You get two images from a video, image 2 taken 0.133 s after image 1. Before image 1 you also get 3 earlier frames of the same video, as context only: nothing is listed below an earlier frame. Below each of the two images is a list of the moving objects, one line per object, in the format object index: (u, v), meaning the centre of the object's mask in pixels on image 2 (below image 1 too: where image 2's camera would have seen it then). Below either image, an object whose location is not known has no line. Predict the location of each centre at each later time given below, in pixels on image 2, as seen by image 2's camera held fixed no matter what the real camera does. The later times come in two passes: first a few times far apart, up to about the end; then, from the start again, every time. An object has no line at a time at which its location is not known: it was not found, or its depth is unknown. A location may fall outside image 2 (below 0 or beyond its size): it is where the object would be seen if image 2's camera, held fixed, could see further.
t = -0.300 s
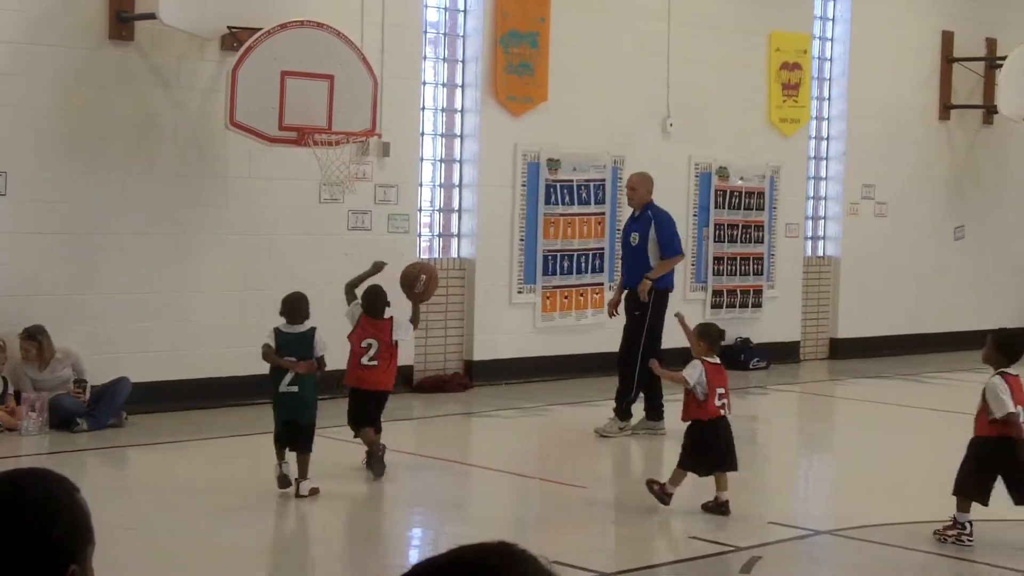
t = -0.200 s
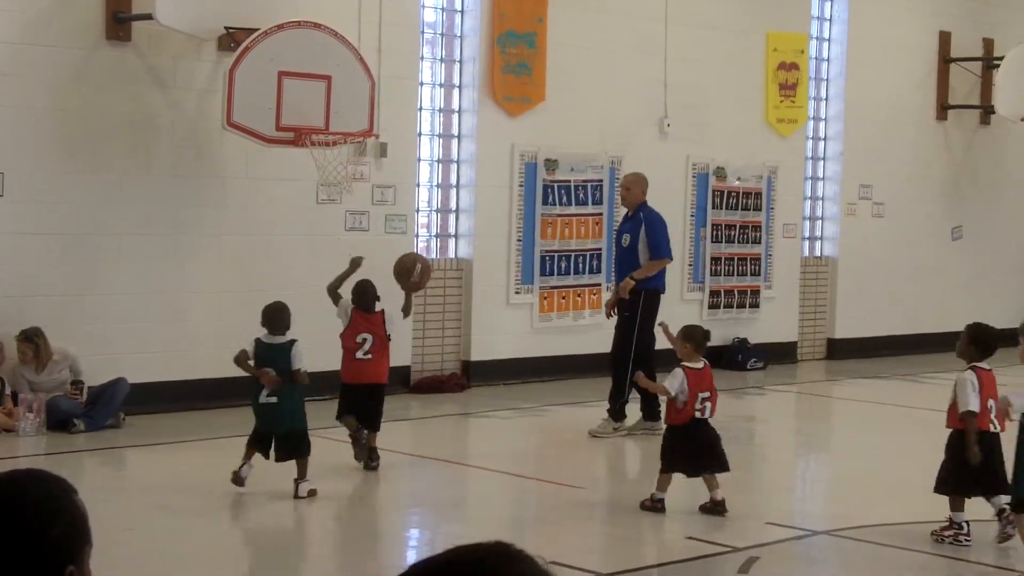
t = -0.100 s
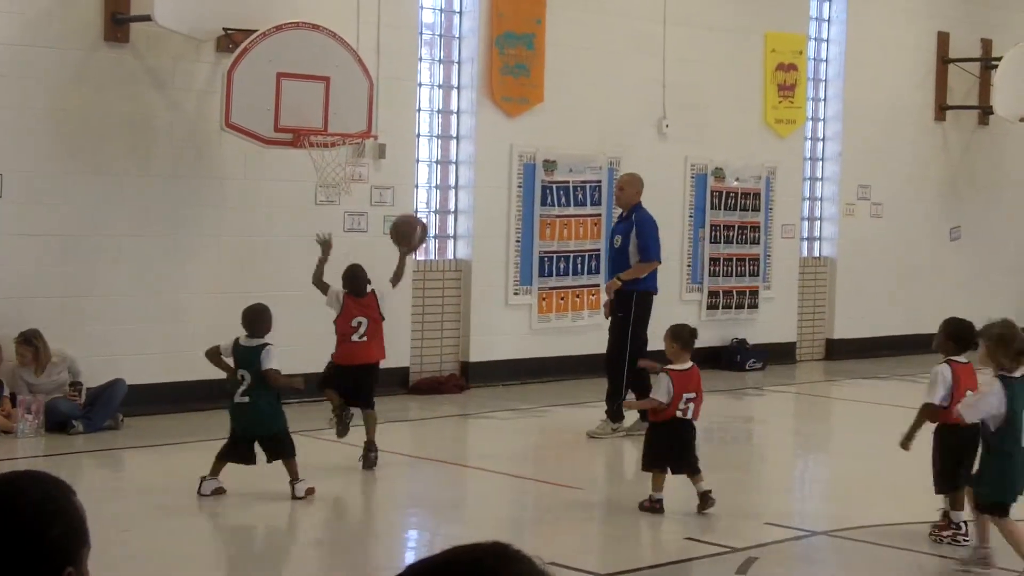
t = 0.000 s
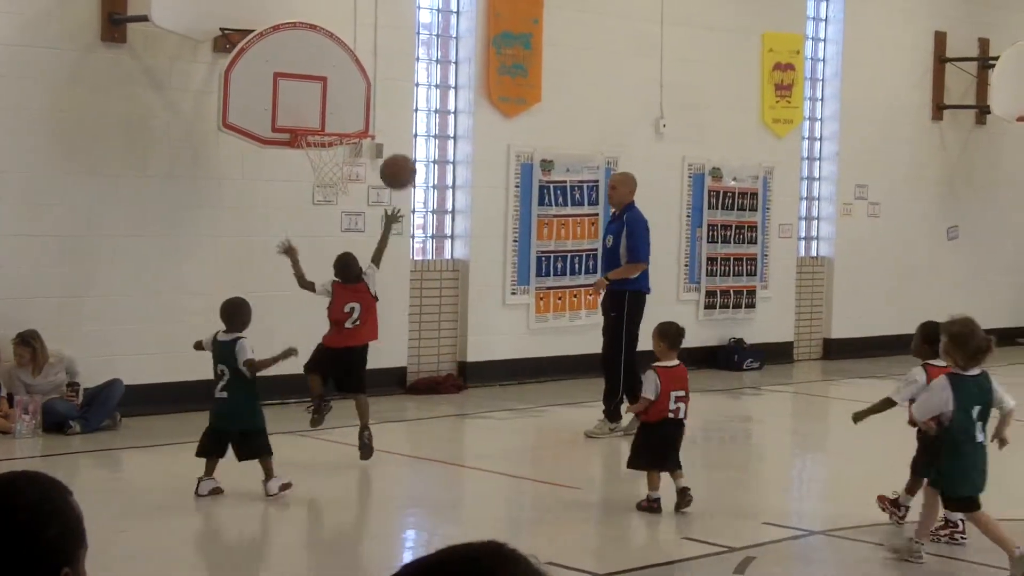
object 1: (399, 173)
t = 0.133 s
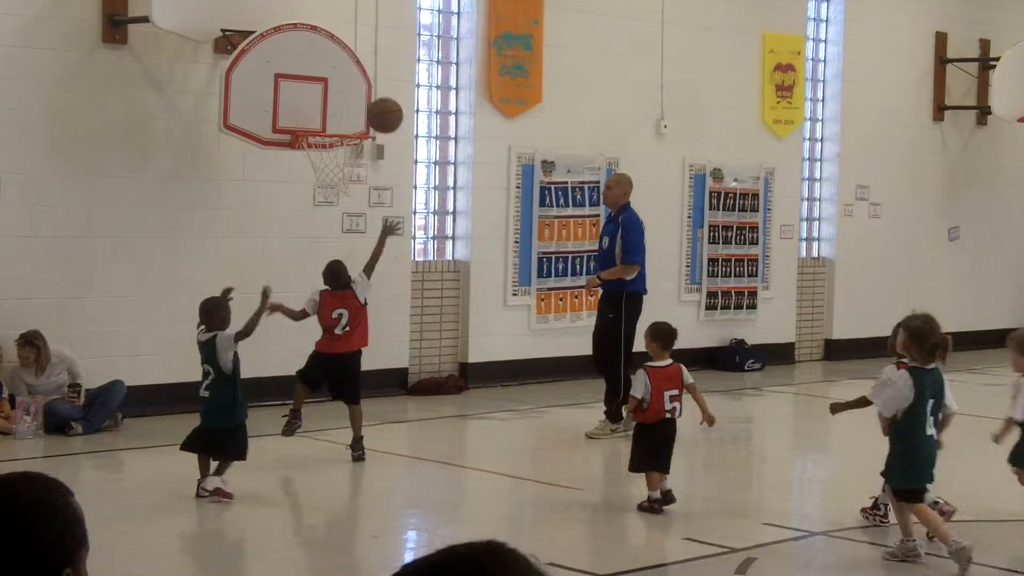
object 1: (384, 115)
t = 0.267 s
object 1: (370, 87)
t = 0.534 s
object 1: (341, 115)
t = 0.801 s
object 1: (360, 172)
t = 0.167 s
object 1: (381, 105)
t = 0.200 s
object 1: (377, 97)
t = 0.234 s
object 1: (373, 91)
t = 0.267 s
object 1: (370, 87)
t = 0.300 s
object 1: (366, 84)
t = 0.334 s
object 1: (362, 84)
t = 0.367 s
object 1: (359, 85)
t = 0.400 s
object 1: (355, 87)
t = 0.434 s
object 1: (351, 91)
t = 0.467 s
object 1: (347, 98)
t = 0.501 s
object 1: (344, 105)
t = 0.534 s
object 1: (341, 115)
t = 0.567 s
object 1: (337, 123)
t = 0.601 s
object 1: (340, 125)
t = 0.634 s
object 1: (342, 126)
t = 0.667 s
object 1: (343, 127)
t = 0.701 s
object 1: (345, 141)
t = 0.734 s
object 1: (349, 150)
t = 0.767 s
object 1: (351, 158)
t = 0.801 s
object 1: (360, 172)
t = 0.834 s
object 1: (361, 181)
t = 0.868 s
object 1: (358, 194)
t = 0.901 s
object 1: (359, 210)
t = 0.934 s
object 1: (362, 227)
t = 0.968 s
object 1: (364, 246)
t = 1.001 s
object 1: (365, 266)
